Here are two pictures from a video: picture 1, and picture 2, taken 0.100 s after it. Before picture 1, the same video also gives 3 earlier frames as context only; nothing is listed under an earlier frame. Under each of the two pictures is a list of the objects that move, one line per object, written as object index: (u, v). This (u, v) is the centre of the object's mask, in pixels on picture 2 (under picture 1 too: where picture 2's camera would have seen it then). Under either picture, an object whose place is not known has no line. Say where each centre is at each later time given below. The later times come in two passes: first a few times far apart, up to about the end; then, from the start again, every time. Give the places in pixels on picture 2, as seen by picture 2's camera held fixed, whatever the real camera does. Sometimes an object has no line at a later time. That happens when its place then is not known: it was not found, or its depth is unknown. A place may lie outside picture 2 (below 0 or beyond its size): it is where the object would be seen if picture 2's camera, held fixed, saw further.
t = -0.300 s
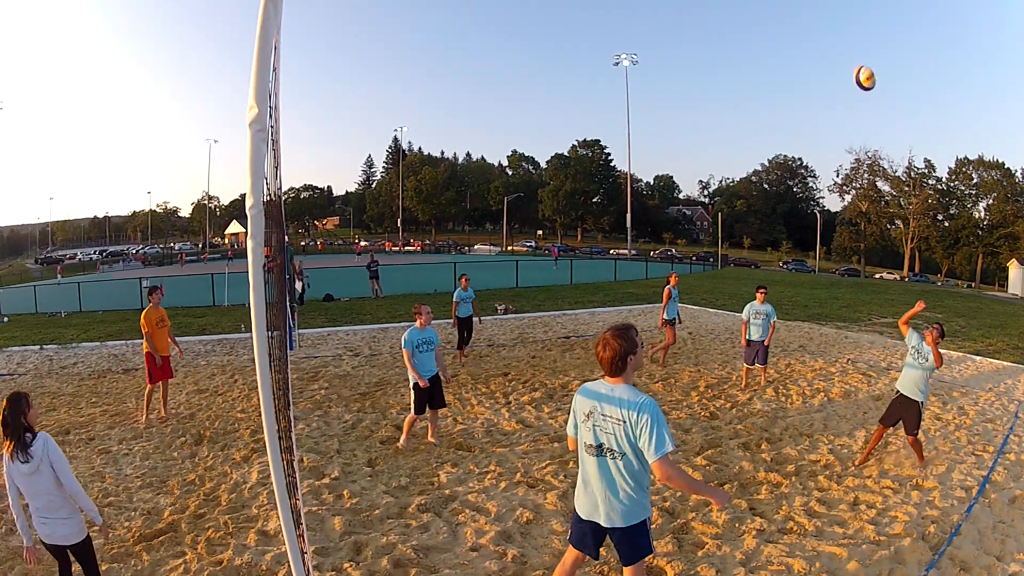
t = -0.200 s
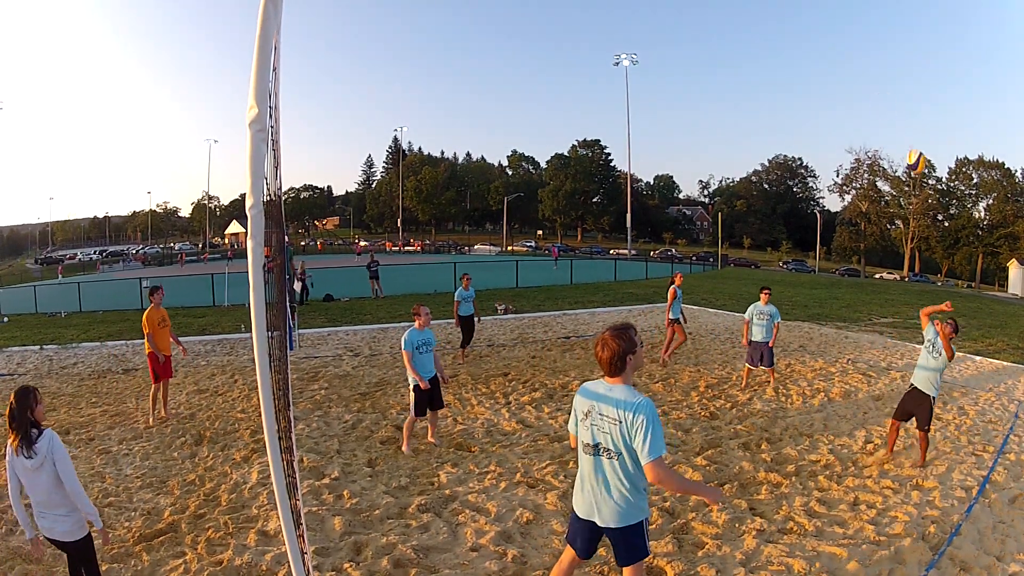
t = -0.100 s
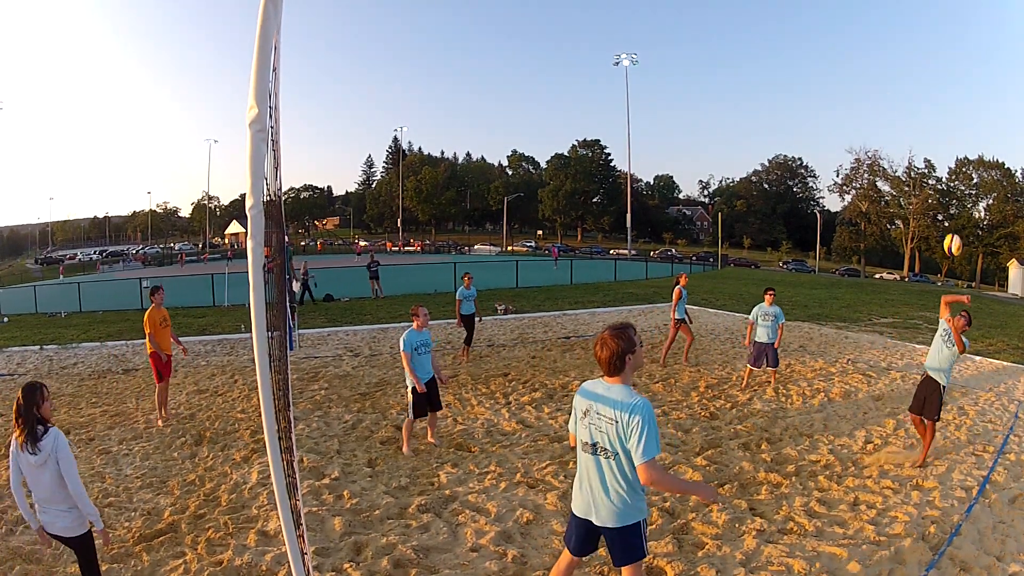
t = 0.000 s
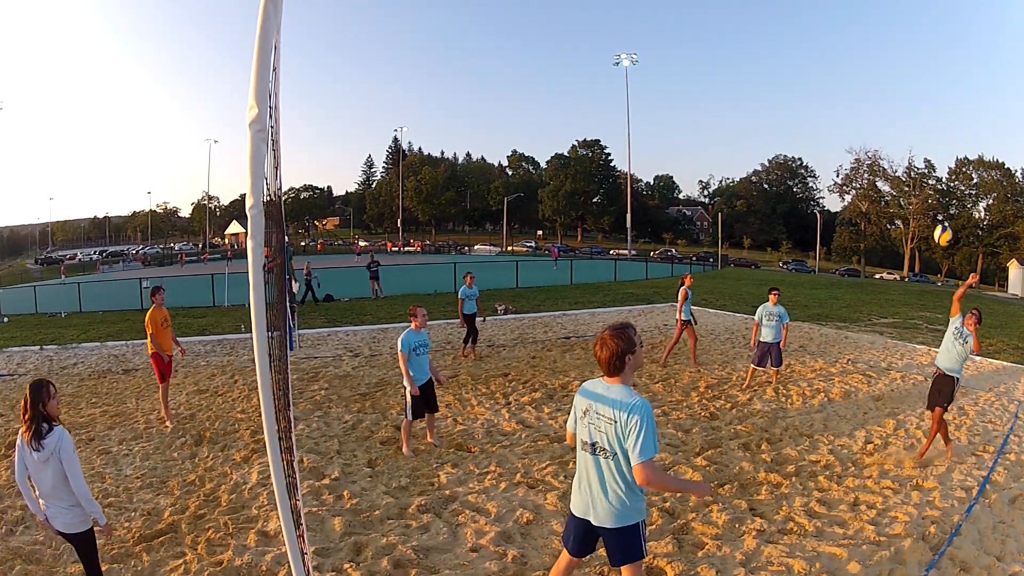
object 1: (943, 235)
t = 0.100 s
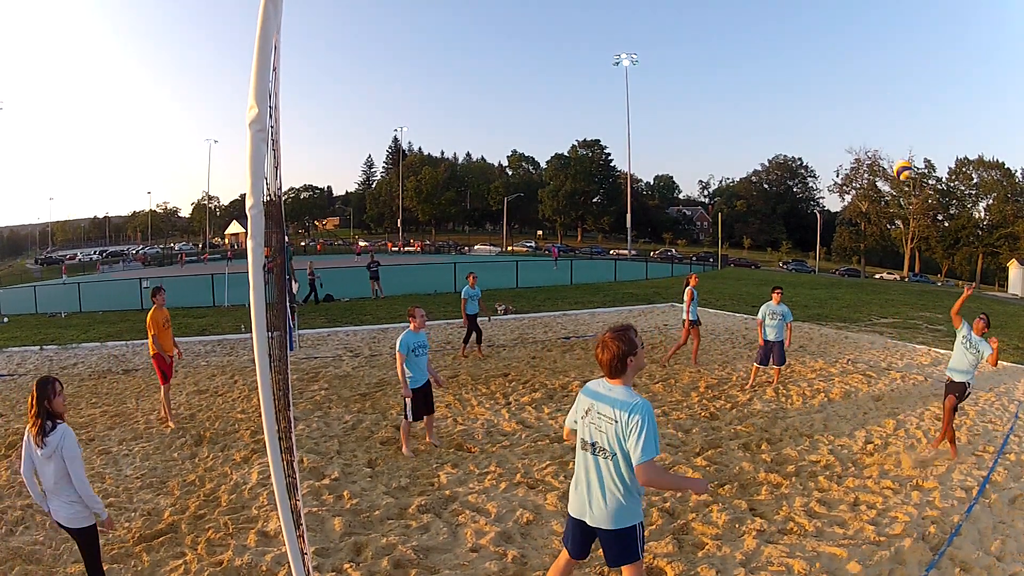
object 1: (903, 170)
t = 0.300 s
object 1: (809, 71)
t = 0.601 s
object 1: (665, 11)
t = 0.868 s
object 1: (552, 35)
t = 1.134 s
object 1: (456, 119)
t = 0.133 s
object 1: (888, 151)
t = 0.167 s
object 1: (873, 131)
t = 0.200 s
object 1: (857, 114)
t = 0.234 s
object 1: (841, 99)
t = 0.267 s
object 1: (825, 84)
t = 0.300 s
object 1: (809, 71)
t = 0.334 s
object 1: (793, 60)
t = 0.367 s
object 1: (776, 49)
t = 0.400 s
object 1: (759, 39)
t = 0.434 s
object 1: (743, 32)
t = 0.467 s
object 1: (727, 26)
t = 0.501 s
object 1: (712, 20)
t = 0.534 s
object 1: (696, 16)
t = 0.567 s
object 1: (680, 14)
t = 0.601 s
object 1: (665, 11)
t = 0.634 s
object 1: (650, 11)
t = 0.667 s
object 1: (636, 12)
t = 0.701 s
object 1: (621, 13)
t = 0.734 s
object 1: (607, 15)
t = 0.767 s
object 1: (593, 19)
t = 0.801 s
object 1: (579, 23)
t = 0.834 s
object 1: (566, 29)
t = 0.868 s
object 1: (552, 35)
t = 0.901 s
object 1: (539, 42)
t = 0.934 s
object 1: (527, 50)
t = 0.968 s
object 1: (513, 60)
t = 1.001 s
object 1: (502, 70)
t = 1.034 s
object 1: (490, 81)
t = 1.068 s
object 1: (478, 93)
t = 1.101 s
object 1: (467, 105)
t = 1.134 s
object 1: (456, 119)
